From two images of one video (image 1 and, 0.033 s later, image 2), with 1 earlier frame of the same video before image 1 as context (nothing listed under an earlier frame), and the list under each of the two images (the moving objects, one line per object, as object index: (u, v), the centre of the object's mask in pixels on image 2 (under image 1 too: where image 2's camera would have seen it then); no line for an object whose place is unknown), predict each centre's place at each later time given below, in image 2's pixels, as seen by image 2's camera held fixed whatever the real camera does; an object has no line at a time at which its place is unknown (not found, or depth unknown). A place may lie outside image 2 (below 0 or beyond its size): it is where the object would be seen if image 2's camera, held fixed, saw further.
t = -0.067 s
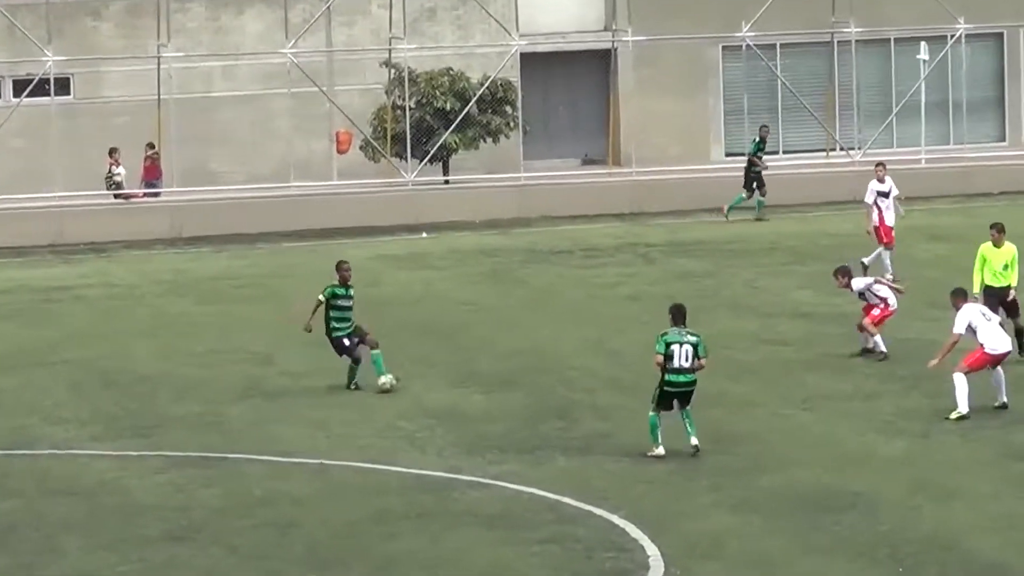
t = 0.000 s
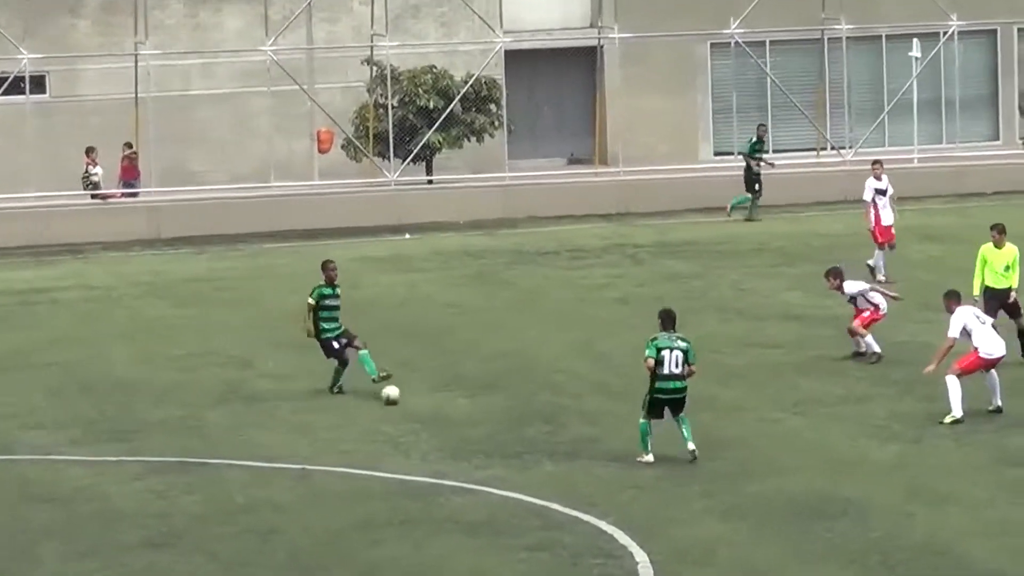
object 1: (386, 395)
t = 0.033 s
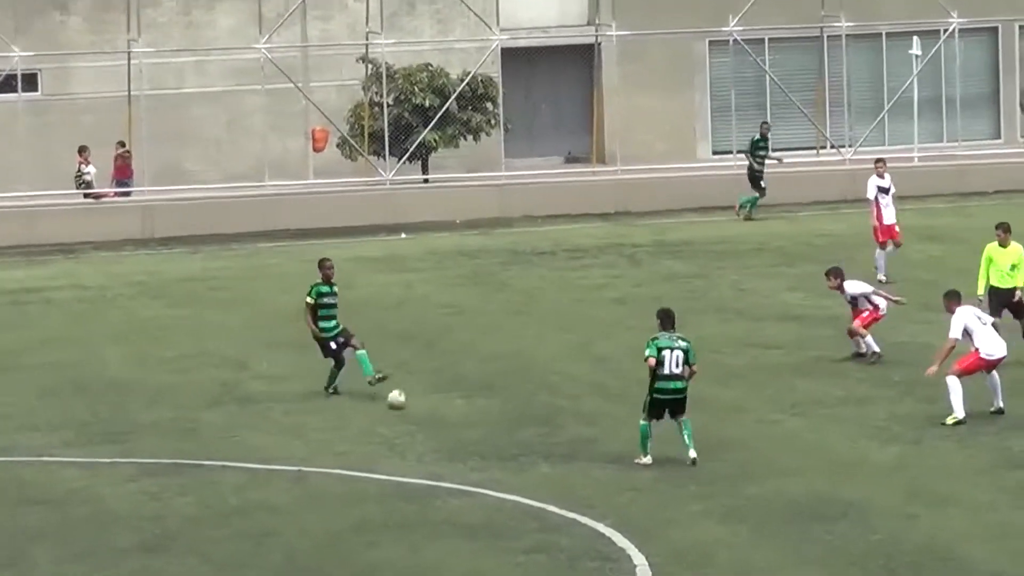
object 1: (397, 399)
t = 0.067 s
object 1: (406, 402)
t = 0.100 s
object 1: (417, 405)
